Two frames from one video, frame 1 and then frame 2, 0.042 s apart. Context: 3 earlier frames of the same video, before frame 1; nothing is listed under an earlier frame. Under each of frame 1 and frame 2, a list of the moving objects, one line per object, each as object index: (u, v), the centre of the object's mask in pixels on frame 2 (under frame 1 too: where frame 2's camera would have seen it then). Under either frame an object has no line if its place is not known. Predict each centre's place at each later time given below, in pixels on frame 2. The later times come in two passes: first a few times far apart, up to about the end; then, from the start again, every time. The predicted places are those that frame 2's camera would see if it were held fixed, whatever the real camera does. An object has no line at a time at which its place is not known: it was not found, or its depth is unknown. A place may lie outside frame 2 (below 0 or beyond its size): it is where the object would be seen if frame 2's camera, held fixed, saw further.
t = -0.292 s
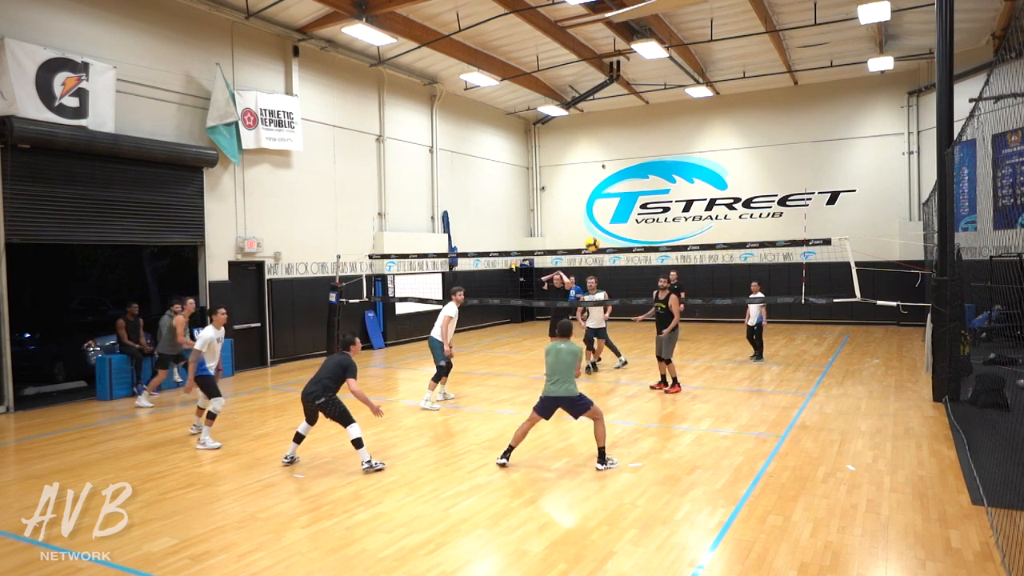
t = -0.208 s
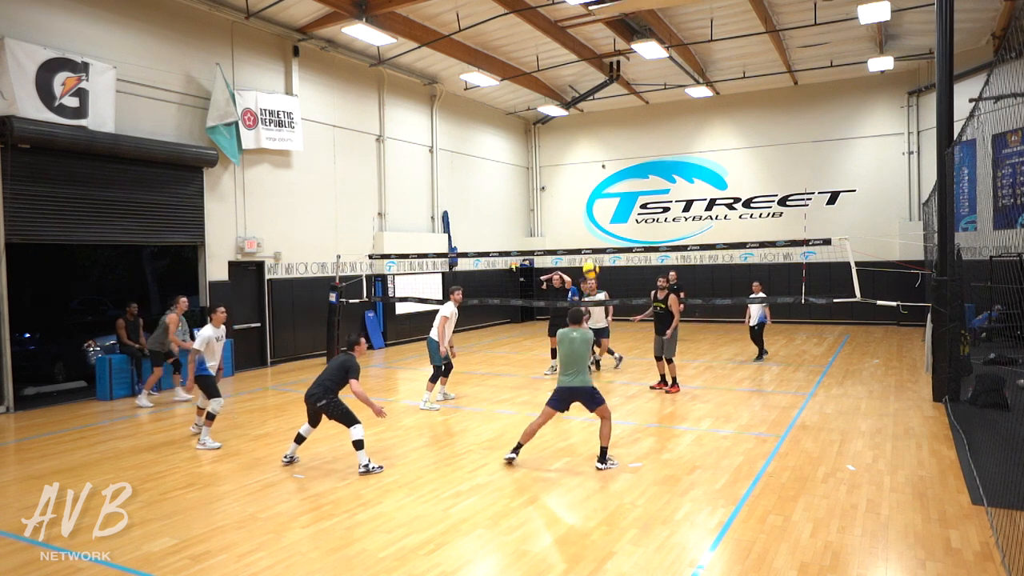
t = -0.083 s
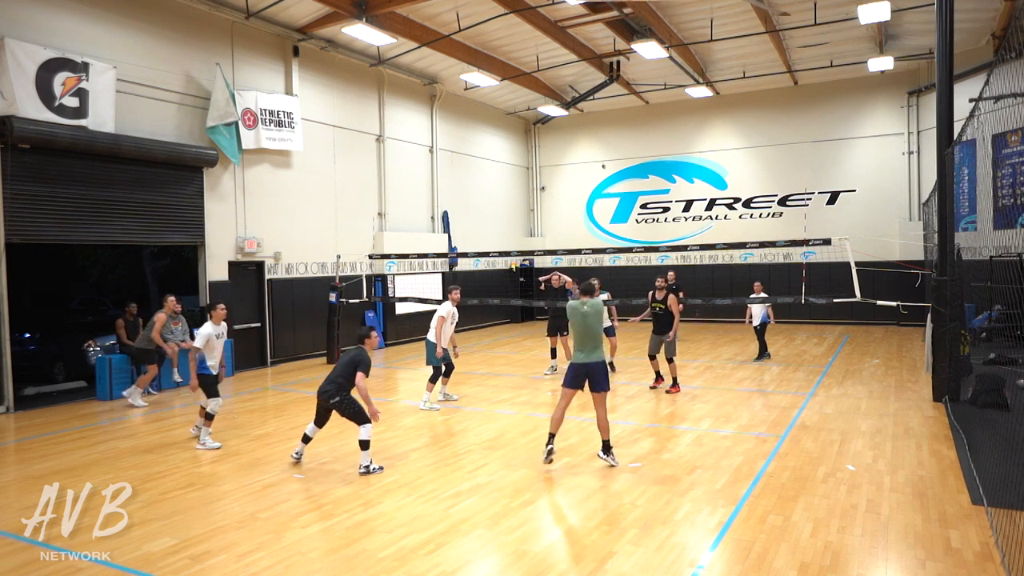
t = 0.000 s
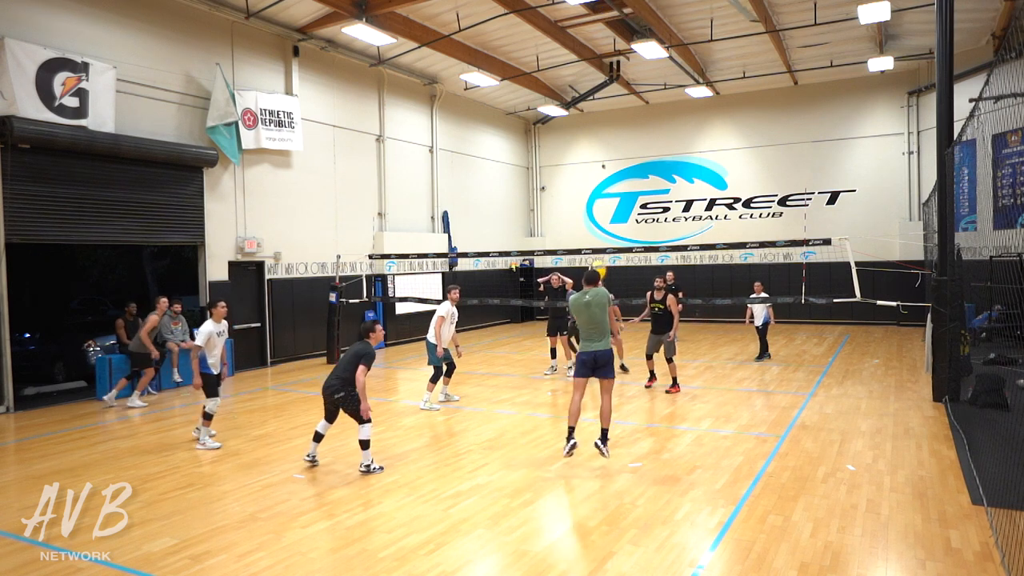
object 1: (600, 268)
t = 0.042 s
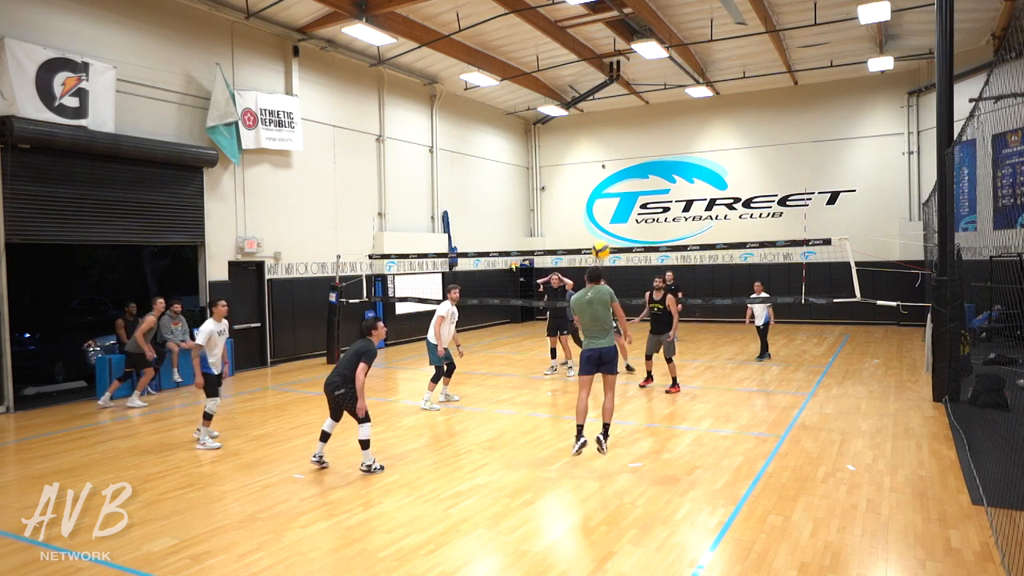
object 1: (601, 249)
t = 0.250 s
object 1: (615, 173)
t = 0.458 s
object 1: (627, 138)
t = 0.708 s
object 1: (639, 141)
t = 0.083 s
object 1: (603, 231)
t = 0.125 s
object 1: (607, 211)
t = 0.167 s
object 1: (610, 197)
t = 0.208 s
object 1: (612, 183)
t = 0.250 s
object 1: (615, 173)
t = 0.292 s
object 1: (617, 163)
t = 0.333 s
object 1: (620, 155)
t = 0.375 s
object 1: (622, 146)
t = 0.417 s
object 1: (625, 142)
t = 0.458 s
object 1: (627, 138)
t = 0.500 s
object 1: (628, 136)
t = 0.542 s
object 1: (631, 134)
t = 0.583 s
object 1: (632, 134)
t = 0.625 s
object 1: (635, 136)
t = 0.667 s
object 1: (637, 138)
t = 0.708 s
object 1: (639, 141)
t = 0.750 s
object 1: (640, 145)
